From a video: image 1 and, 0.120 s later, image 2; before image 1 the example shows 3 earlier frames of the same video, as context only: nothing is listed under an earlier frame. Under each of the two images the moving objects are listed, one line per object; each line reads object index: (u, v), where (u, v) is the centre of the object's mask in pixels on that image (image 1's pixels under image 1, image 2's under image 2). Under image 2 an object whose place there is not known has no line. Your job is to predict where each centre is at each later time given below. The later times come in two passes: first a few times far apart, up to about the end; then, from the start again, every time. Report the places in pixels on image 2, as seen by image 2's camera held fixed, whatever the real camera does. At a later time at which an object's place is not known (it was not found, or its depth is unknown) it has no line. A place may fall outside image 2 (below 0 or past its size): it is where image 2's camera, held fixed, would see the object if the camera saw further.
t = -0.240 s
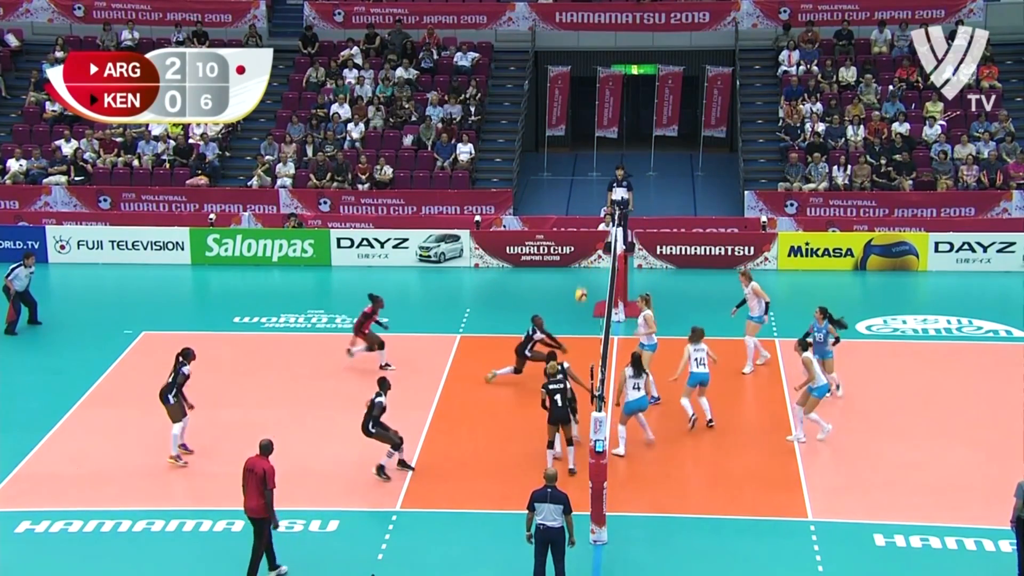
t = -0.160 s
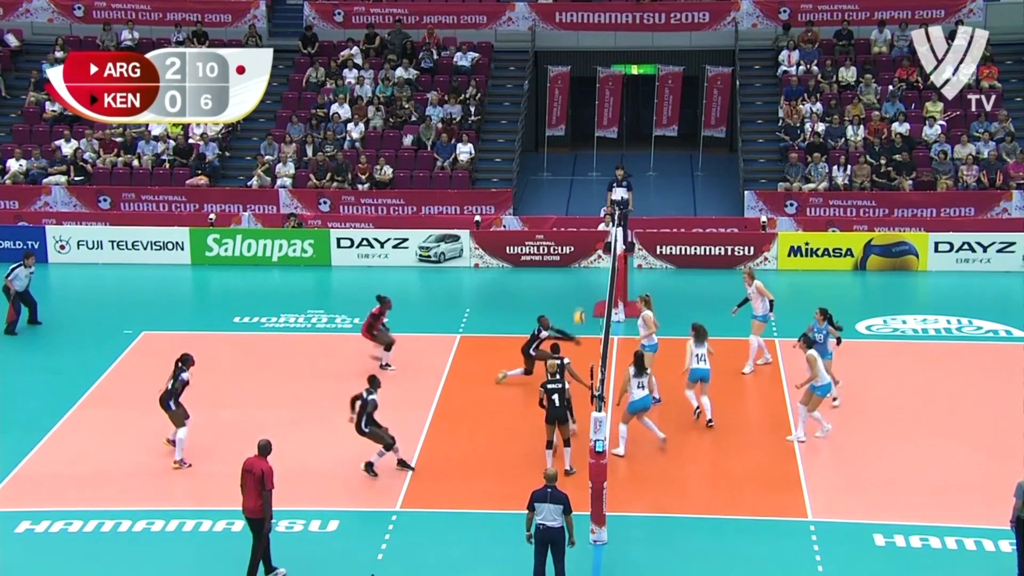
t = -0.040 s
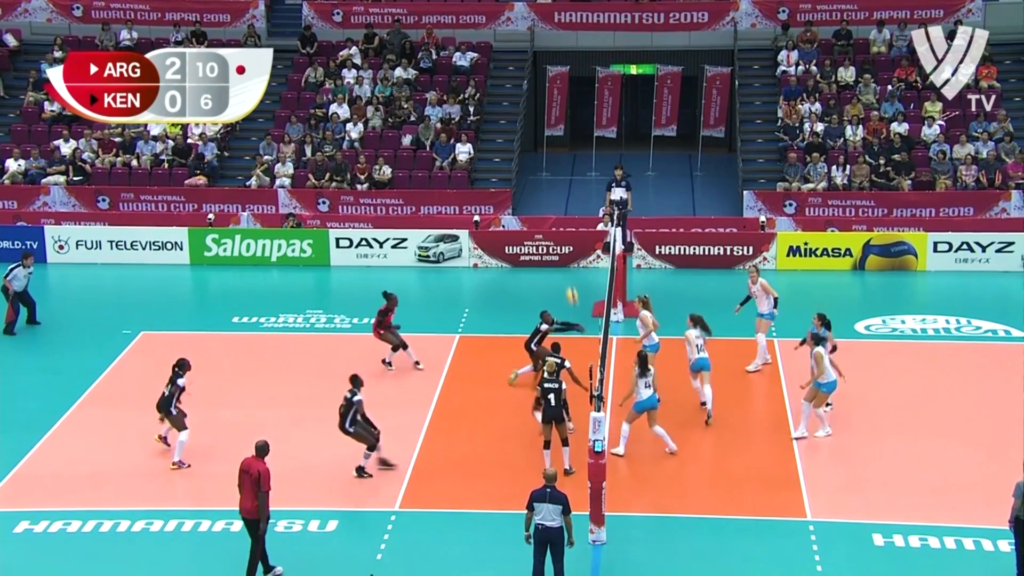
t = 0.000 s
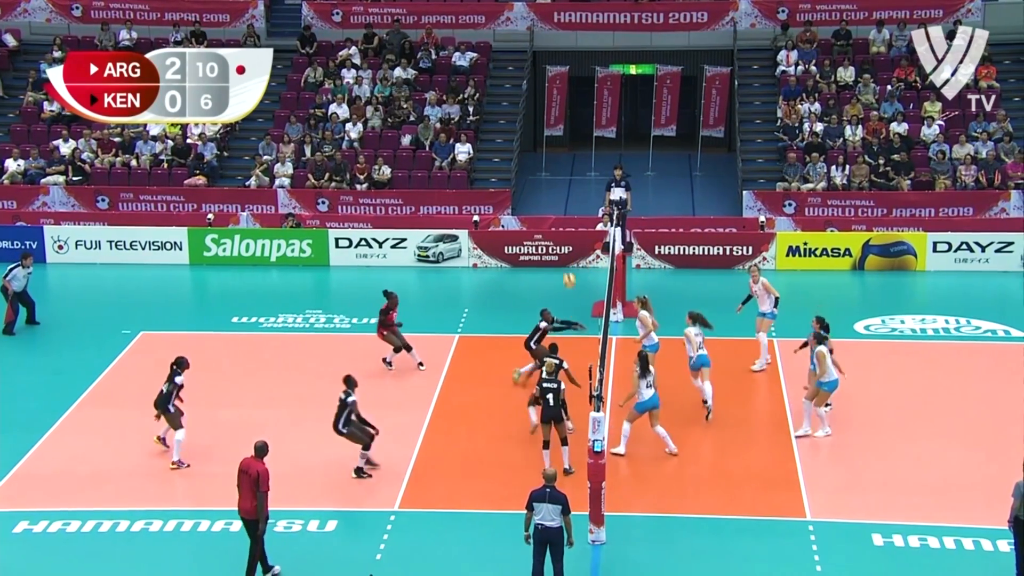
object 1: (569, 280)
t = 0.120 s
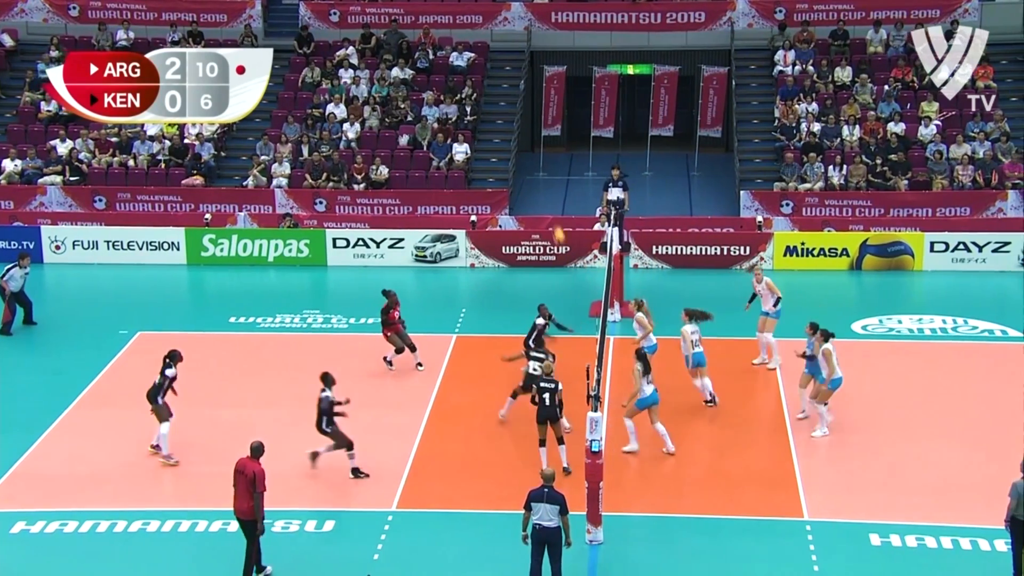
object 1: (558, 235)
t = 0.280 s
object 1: (548, 188)
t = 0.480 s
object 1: (534, 149)
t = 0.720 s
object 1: (518, 133)
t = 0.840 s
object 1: (509, 137)
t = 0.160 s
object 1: (556, 222)
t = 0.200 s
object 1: (554, 210)
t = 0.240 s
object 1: (551, 199)
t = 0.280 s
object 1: (548, 188)
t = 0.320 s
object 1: (545, 178)
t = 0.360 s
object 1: (543, 170)
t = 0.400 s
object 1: (540, 163)
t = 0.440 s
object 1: (537, 155)
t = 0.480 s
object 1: (534, 149)
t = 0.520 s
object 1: (532, 144)
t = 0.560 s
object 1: (528, 140)
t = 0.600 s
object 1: (526, 137)
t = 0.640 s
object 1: (523, 135)
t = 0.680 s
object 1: (520, 133)
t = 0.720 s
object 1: (518, 133)
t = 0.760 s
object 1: (515, 133)
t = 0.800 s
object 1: (512, 135)
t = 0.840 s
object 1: (509, 137)
